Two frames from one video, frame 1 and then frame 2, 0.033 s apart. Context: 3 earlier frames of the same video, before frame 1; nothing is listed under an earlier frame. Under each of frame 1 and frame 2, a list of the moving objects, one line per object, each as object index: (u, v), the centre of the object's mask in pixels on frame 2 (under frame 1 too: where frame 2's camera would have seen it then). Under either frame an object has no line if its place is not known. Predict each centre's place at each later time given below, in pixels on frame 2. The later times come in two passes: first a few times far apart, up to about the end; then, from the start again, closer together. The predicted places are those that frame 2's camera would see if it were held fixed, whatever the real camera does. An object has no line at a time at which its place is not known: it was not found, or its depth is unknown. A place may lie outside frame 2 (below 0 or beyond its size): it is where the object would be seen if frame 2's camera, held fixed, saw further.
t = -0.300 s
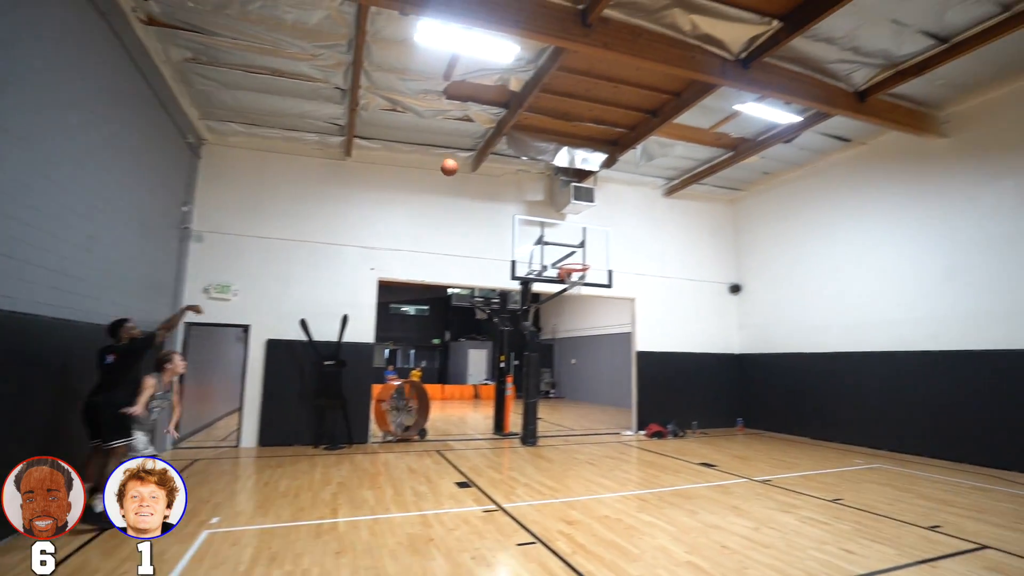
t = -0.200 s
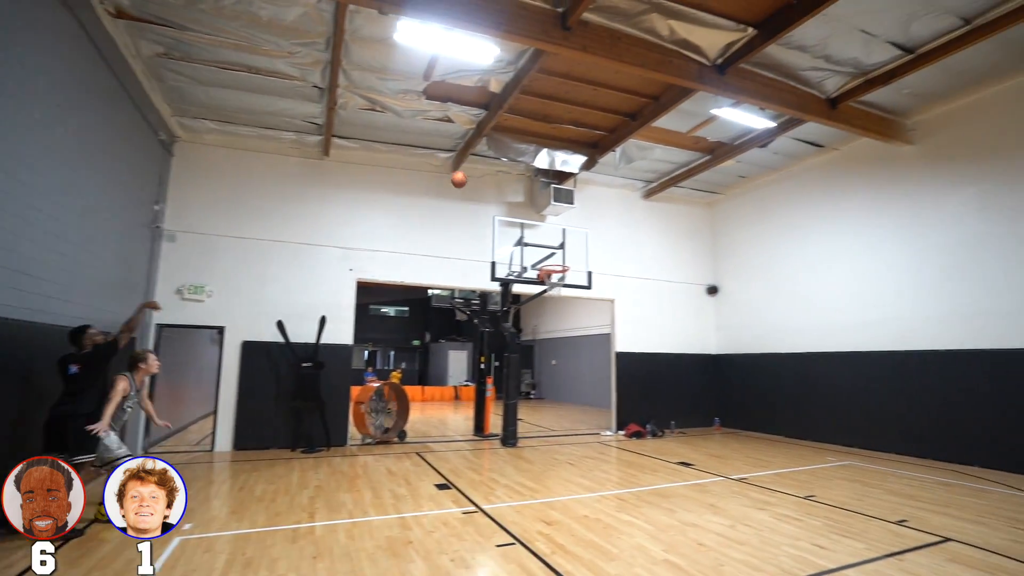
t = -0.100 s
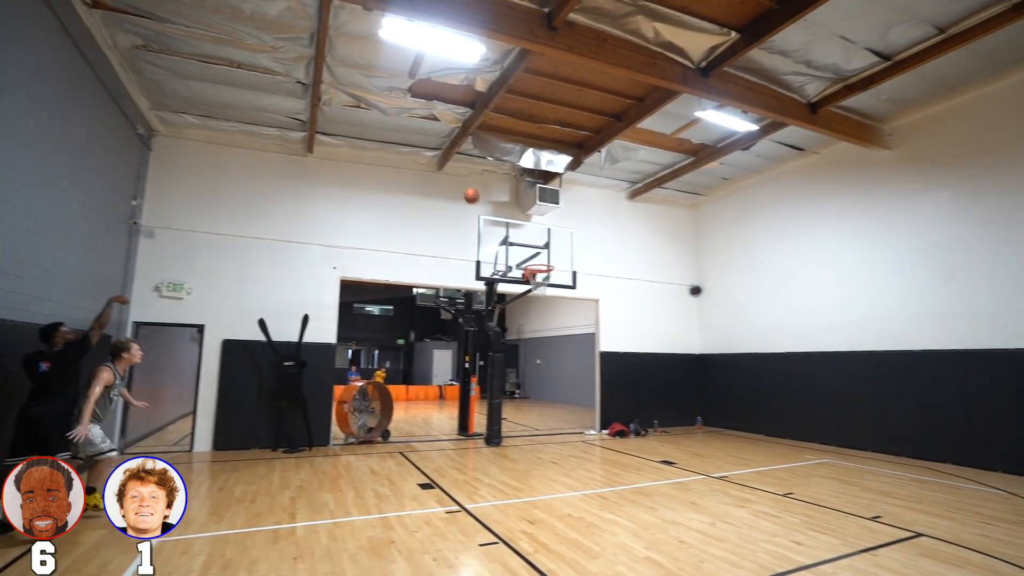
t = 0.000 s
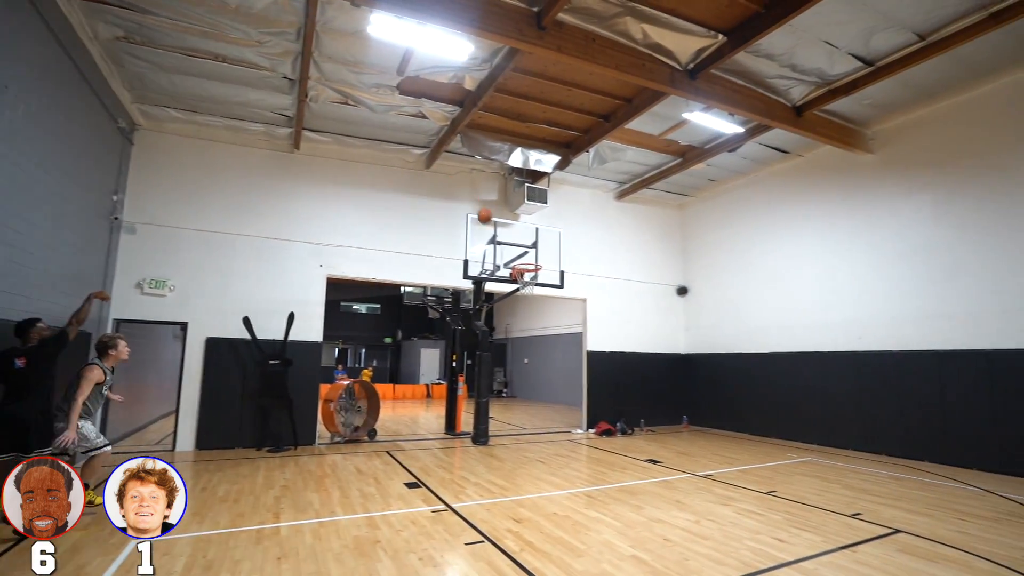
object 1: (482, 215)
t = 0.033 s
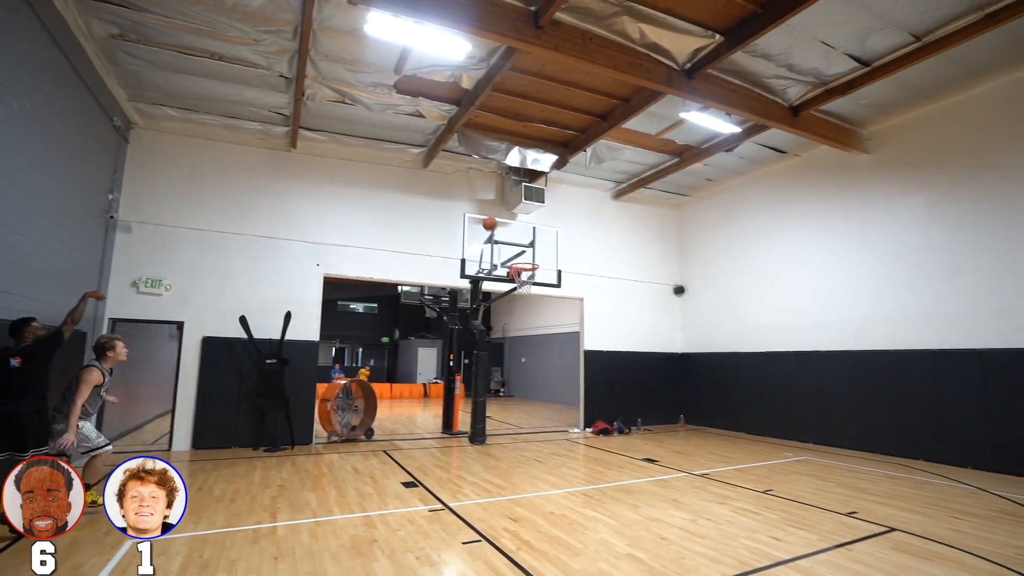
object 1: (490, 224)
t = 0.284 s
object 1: (537, 244)
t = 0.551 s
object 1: (584, 220)
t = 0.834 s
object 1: (644, 243)
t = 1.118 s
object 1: (716, 332)
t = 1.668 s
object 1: (860, 366)
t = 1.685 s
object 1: (864, 361)
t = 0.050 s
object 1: (493, 227)
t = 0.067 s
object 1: (497, 232)
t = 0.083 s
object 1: (501, 236)
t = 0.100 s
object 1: (505, 241)
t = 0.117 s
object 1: (508, 245)
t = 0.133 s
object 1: (512, 250)
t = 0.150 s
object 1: (515, 255)
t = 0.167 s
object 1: (518, 260)
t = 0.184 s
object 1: (521, 261)
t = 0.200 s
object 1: (524, 258)
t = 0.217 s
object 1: (526, 255)
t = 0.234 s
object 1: (530, 252)
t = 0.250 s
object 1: (532, 249)
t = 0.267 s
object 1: (535, 246)
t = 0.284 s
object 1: (537, 244)
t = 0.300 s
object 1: (540, 241)
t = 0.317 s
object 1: (543, 238)
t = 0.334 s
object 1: (546, 236)
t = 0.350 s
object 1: (549, 234)
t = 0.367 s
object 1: (551, 232)
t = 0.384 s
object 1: (554, 230)
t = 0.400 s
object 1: (557, 228)
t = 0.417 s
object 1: (560, 227)
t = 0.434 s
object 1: (563, 226)
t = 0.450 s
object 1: (566, 224)
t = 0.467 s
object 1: (569, 223)
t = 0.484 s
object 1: (572, 222)
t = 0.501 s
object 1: (575, 221)
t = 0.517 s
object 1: (578, 221)
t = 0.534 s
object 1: (581, 220)
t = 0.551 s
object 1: (584, 220)
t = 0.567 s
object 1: (587, 220)
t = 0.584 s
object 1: (590, 220)
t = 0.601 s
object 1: (594, 220)
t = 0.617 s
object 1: (597, 221)
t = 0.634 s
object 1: (600, 221)
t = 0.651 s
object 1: (603, 222)
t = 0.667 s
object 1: (607, 223)
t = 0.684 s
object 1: (610, 224)
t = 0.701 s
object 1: (614, 225)
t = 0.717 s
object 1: (617, 227)
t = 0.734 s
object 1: (621, 228)
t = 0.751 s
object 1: (625, 230)
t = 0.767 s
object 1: (628, 232)
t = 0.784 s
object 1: (632, 235)
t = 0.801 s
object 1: (636, 237)
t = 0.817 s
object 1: (640, 240)
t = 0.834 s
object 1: (644, 243)
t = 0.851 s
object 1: (648, 246)
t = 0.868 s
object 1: (652, 250)
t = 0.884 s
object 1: (656, 253)
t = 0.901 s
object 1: (660, 257)
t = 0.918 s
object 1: (664, 261)
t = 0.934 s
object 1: (668, 266)
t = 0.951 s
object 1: (672, 270)
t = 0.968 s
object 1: (676, 275)
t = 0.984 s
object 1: (681, 281)
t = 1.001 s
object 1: (684, 287)
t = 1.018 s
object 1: (690, 292)
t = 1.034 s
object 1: (694, 298)
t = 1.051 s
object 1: (699, 304)
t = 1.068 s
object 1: (702, 311)
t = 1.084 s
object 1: (707, 317)
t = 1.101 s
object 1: (711, 324)
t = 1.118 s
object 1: (716, 332)
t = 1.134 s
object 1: (720, 339)
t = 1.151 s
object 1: (726, 349)
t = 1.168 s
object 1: (730, 359)
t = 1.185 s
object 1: (735, 366)
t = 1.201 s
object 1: (740, 375)
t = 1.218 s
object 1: (744, 385)
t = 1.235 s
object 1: (749, 394)
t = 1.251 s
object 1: (754, 405)
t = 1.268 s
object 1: (759, 416)
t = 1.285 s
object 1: (764, 425)
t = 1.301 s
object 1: (768, 438)
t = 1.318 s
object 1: (775, 449)
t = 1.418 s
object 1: (800, 473)
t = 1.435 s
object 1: (804, 465)
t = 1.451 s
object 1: (808, 456)
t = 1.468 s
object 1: (812, 446)
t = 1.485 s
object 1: (816, 437)
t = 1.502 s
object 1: (821, 431)
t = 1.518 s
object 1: (825, 423)
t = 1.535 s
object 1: (828, 416)
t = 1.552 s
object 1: (832, 409)
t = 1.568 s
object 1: (837, 402)
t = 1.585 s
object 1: (840, 395)
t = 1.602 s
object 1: (844, 389)
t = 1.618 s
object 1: (848, 383)
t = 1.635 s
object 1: (852, 377)
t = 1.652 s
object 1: (856, 371)
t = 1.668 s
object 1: (860, 366)
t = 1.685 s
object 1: (864, 361)
